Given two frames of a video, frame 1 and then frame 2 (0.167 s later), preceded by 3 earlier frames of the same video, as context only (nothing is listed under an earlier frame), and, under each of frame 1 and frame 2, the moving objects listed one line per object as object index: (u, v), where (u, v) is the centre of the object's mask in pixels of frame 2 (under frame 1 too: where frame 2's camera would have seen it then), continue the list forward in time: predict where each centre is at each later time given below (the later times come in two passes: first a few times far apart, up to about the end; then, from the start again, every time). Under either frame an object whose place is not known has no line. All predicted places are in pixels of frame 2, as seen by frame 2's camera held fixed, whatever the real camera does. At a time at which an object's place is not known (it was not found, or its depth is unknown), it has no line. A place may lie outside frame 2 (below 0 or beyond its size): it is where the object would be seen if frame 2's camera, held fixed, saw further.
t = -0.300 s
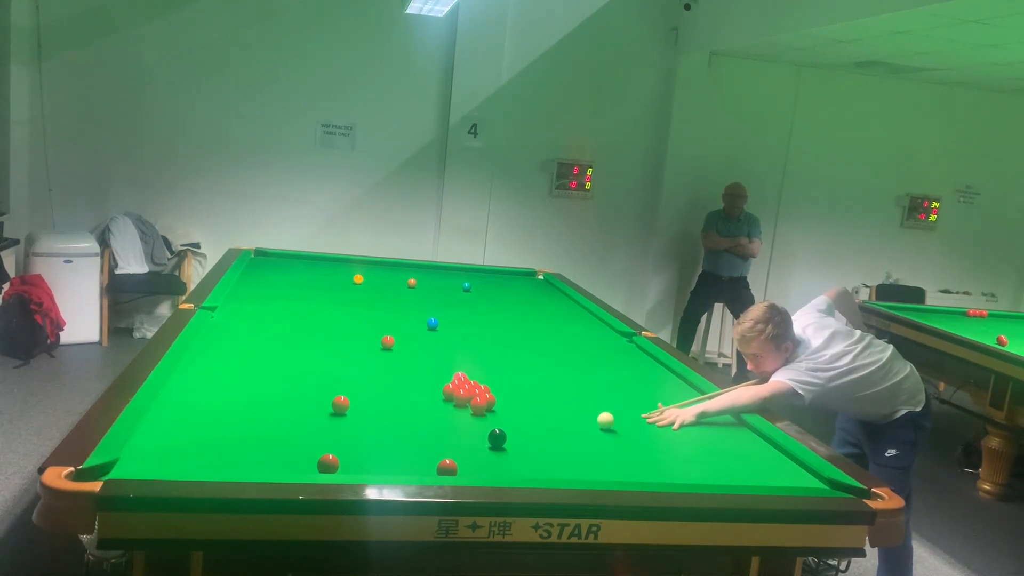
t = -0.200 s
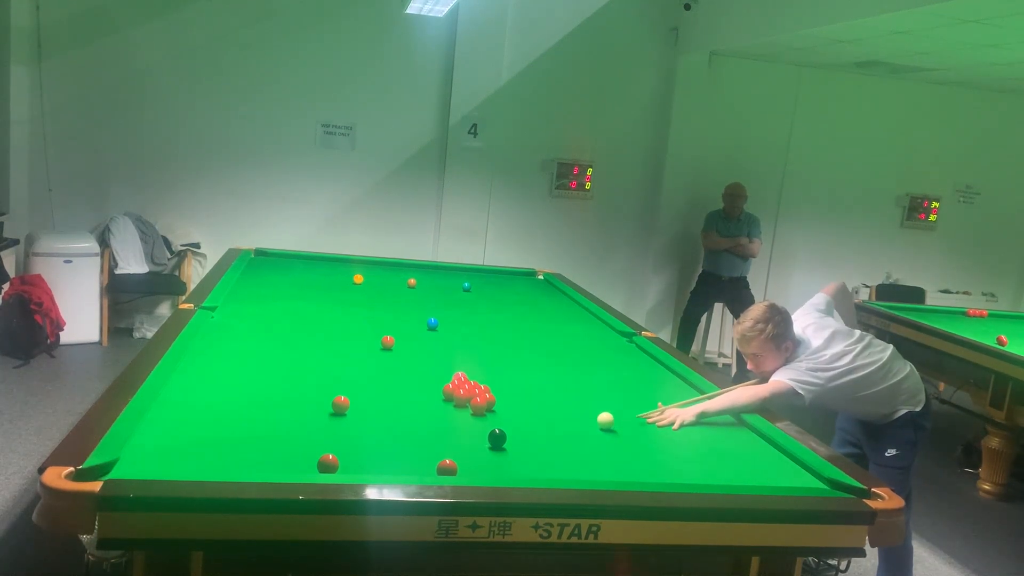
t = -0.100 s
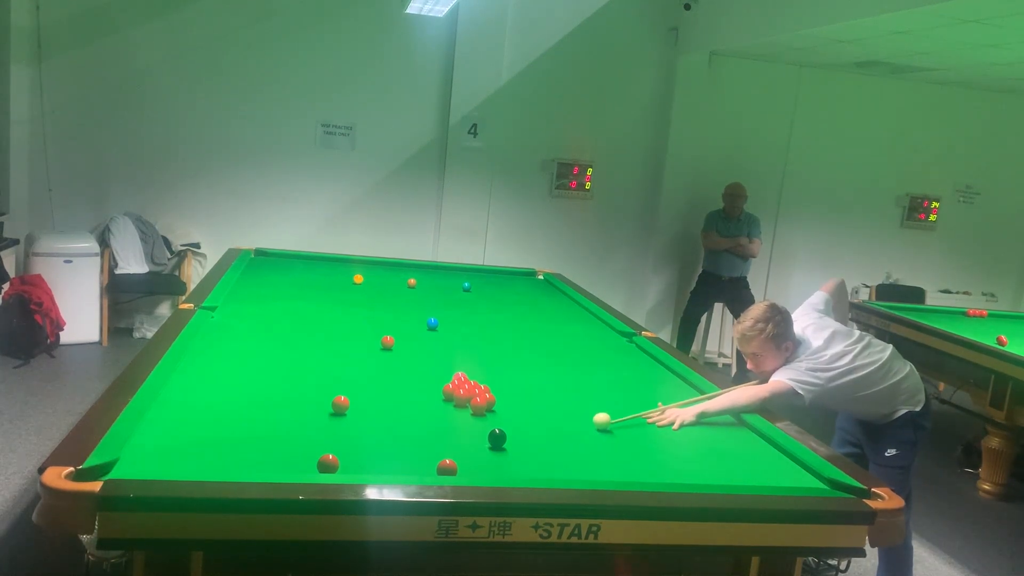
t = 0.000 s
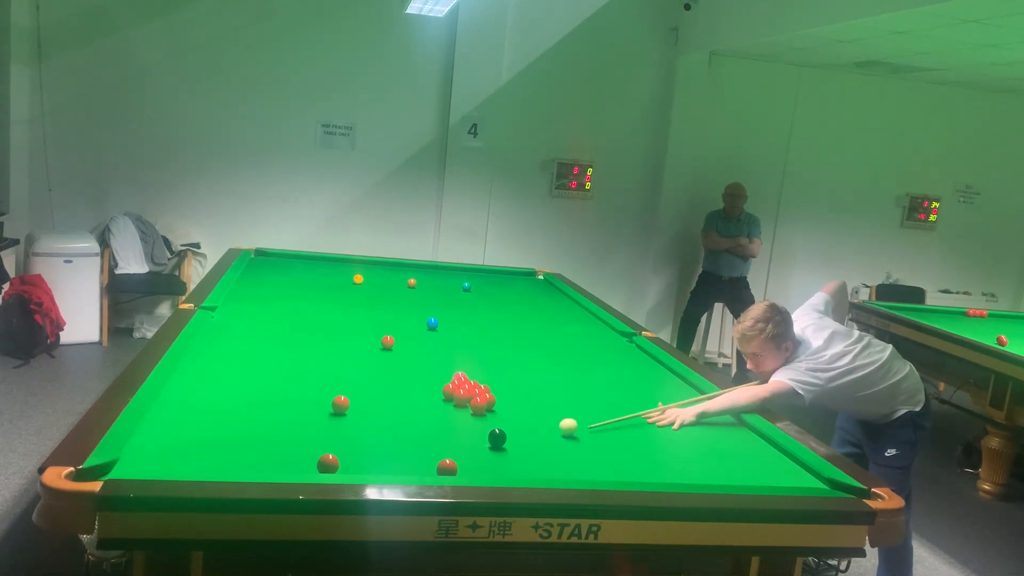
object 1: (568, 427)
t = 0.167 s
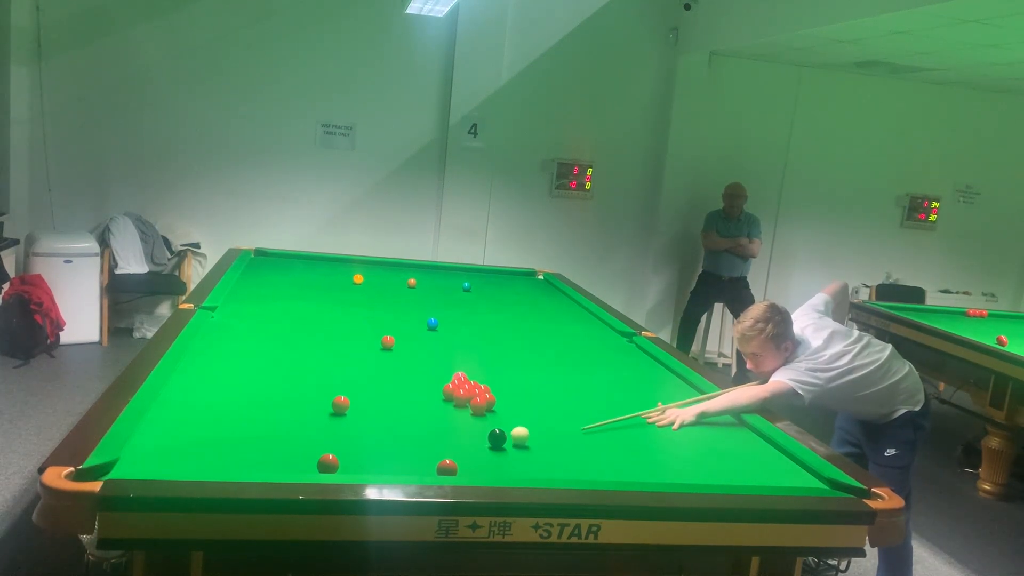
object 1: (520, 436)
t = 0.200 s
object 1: (514, 437)
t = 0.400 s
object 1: (516, 440)
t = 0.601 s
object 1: (517, 443)
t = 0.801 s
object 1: (519, 446)
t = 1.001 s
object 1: (520, 449)
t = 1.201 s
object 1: (520, 450)
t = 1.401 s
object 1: (520, 452)
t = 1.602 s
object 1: (520, 453)
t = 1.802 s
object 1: (520, 454)
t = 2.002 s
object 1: (520, 454)
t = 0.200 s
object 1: (514, 437)
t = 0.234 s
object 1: (515, 438)
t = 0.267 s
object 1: (515, 439)
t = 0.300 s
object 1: (515, 439)
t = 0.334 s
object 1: (515, 439)
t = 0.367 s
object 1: (516, 440)
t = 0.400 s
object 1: (516, 440)
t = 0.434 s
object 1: (516, 441)
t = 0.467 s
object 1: (516, 442)
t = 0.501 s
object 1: (517, 442)
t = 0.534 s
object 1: (517, 443)
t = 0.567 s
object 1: (517, 443)
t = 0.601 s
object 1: (517, 443)
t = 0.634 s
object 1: (518, 444)
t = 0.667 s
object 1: (518, 444)
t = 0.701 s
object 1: (518, 445)
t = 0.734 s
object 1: (518, 445)
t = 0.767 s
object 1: (519, 446)
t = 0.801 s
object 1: (519, 446)
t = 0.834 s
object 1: (519, 447)
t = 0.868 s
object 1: (519, 447)
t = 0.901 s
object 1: (519, 447)
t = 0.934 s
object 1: (520, 448)
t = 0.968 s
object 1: (520, 448)
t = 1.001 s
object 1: (520, 449)
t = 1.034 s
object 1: (520, 449)
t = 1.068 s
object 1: (520, 449)
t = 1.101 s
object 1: (520, 449)
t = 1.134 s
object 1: (520, 450)
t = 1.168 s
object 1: (520, 450)
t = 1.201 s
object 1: (520, 450)
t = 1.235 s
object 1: (520, 450)
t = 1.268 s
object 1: (520, 451)
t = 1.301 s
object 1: (520, 451)
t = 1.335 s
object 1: (520, 451)
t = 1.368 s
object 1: (520, 451)
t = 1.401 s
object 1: (520, 452)
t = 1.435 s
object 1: (520, 452)
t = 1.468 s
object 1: (520, 452)
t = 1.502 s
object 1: (520, 453)
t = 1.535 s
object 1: (520, 453)
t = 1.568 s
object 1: (520, 453)
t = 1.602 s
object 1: (520, 453)
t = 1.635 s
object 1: (520, 453)
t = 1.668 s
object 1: (520, 453)
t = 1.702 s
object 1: (520, 453)
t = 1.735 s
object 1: (520, 454)
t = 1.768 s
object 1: (520, 454)
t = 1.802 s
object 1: (520, 454)
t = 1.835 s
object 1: (520, 454)
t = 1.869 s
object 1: (520, 454)
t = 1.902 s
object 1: (520, 454)
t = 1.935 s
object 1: (520, 454)
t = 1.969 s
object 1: (520, 454)
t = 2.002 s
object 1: (520, 454)
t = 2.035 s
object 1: (520, 454)
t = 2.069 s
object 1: (520, 455)
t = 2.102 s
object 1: (520, 455)
